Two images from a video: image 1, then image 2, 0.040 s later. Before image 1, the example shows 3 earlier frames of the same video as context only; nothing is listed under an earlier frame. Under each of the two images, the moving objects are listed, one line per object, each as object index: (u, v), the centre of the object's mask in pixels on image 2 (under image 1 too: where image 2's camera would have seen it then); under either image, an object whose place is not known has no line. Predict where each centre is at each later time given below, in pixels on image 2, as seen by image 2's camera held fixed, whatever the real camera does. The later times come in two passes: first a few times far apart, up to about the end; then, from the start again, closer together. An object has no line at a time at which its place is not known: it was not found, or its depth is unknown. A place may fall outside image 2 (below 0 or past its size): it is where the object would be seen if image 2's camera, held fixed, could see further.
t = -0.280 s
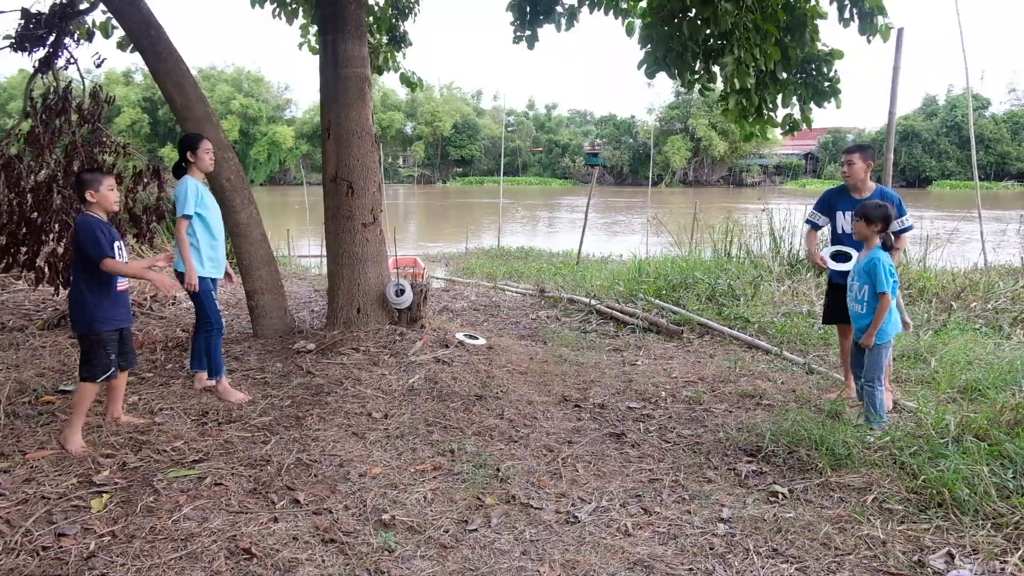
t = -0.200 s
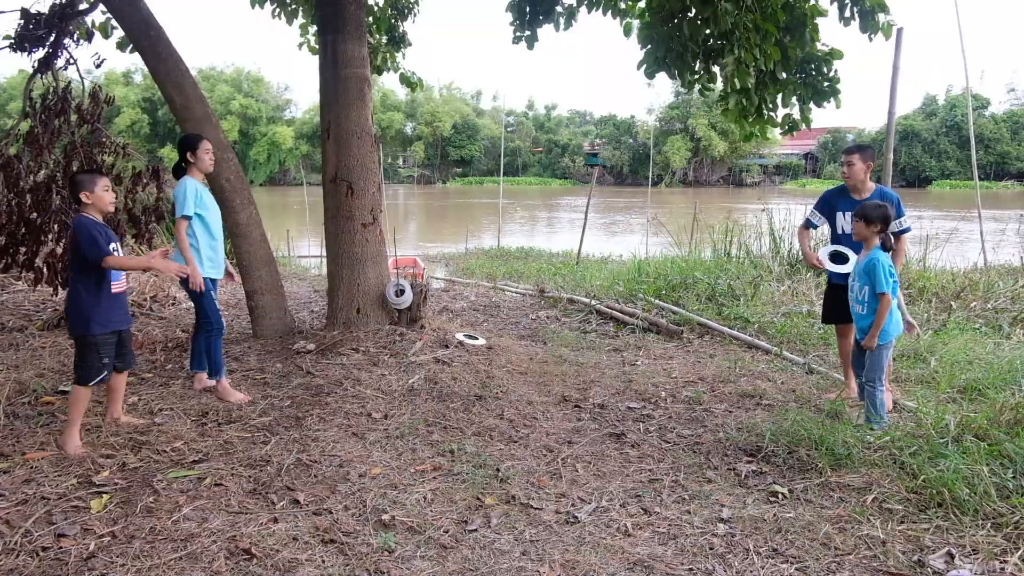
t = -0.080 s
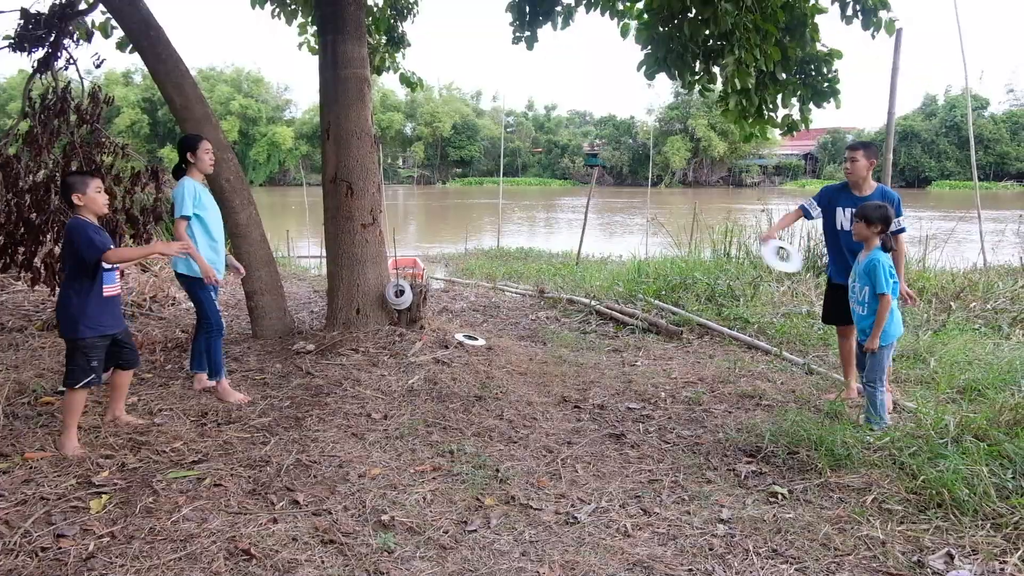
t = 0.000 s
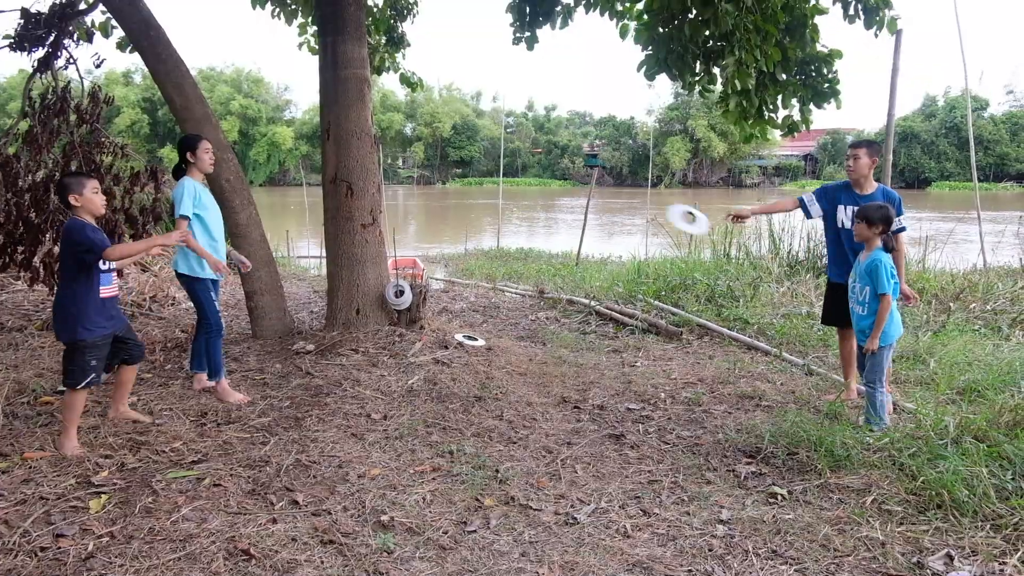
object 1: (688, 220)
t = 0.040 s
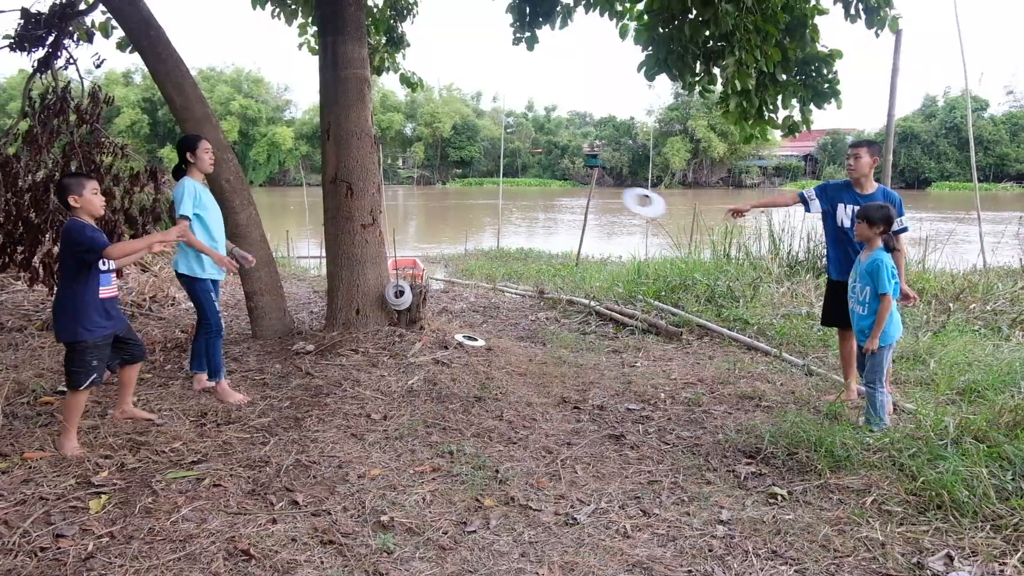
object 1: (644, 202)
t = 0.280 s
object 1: (405, 131)
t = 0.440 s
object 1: (252, 112)
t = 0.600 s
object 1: (88, 133)
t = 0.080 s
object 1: (601, 187)
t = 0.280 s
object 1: (405, 131)
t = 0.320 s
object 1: (367, 123)
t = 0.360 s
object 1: (332, 117)
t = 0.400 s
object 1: (291, 113)
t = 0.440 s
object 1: (252, 112)
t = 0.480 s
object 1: (211, 113)
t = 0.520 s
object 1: (171, 115)
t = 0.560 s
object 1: (129, 123)
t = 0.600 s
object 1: (88, 133)
